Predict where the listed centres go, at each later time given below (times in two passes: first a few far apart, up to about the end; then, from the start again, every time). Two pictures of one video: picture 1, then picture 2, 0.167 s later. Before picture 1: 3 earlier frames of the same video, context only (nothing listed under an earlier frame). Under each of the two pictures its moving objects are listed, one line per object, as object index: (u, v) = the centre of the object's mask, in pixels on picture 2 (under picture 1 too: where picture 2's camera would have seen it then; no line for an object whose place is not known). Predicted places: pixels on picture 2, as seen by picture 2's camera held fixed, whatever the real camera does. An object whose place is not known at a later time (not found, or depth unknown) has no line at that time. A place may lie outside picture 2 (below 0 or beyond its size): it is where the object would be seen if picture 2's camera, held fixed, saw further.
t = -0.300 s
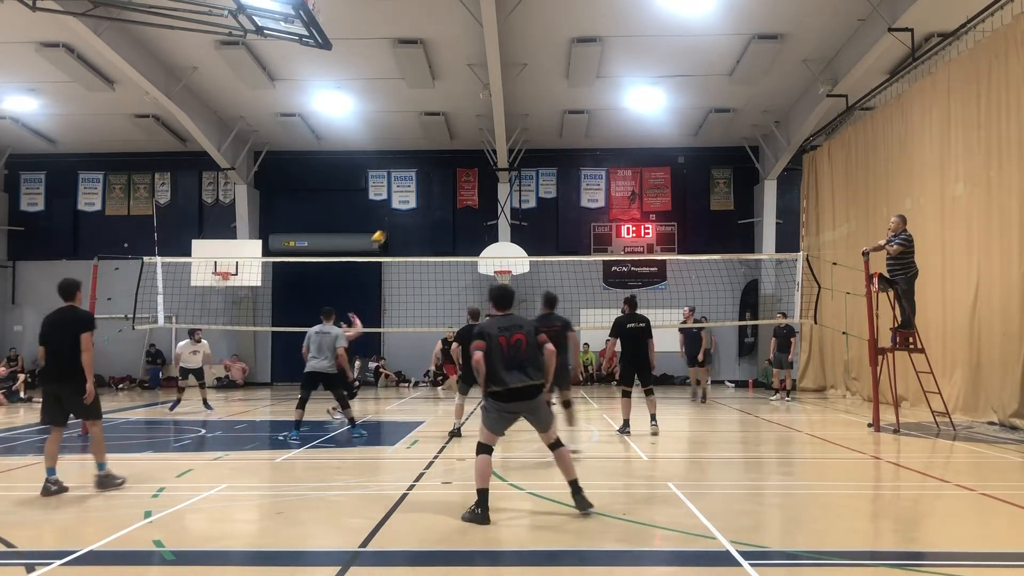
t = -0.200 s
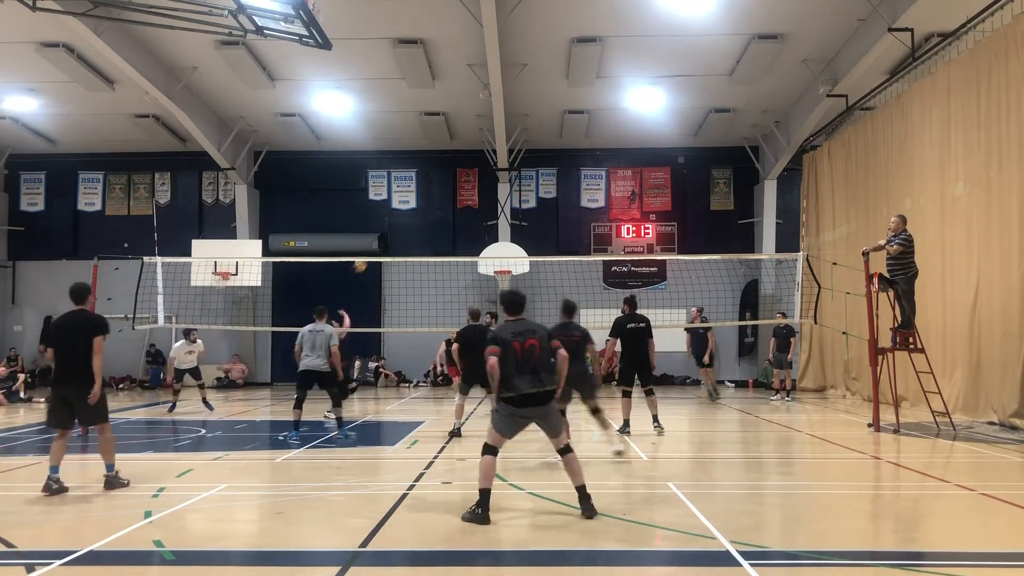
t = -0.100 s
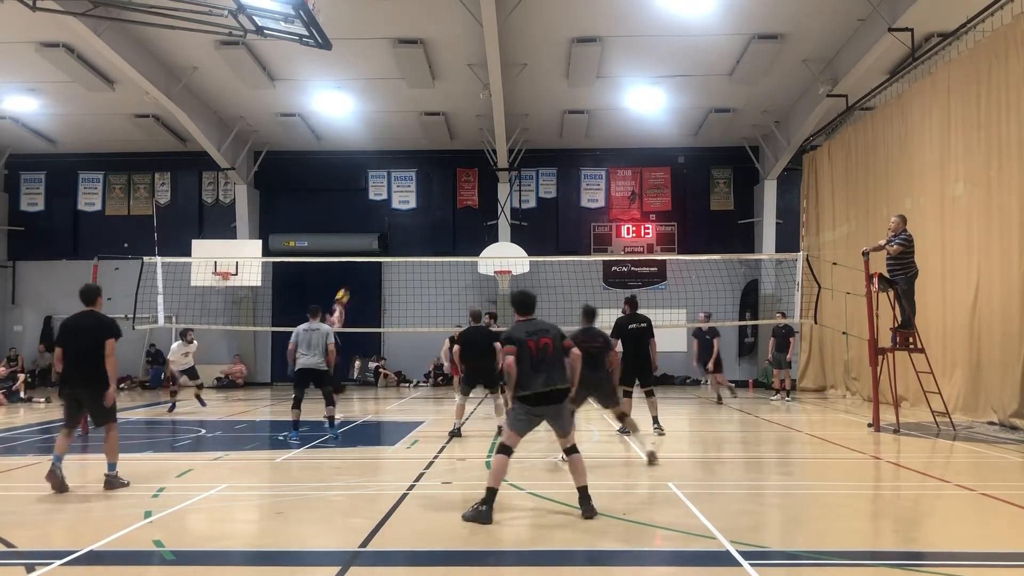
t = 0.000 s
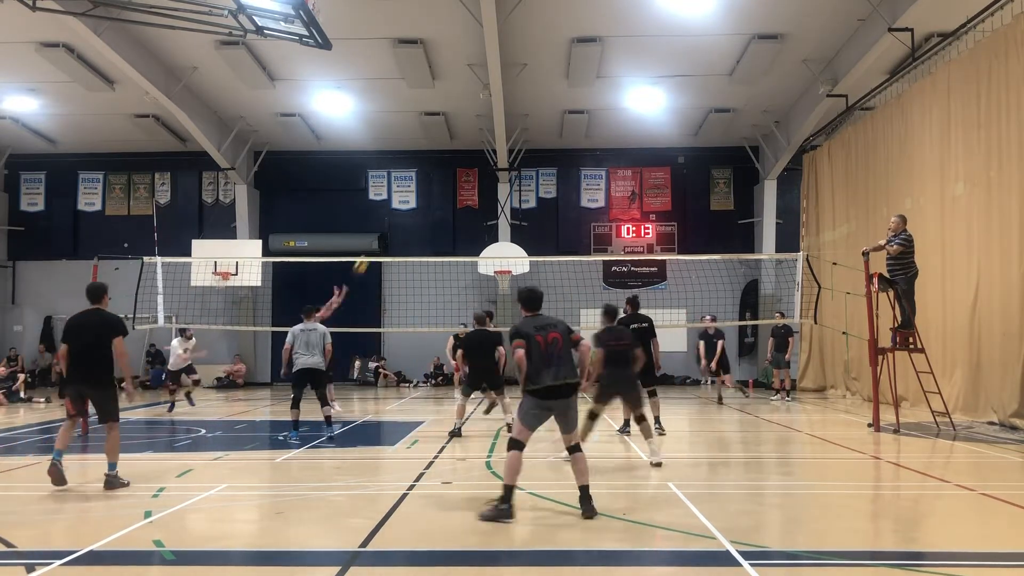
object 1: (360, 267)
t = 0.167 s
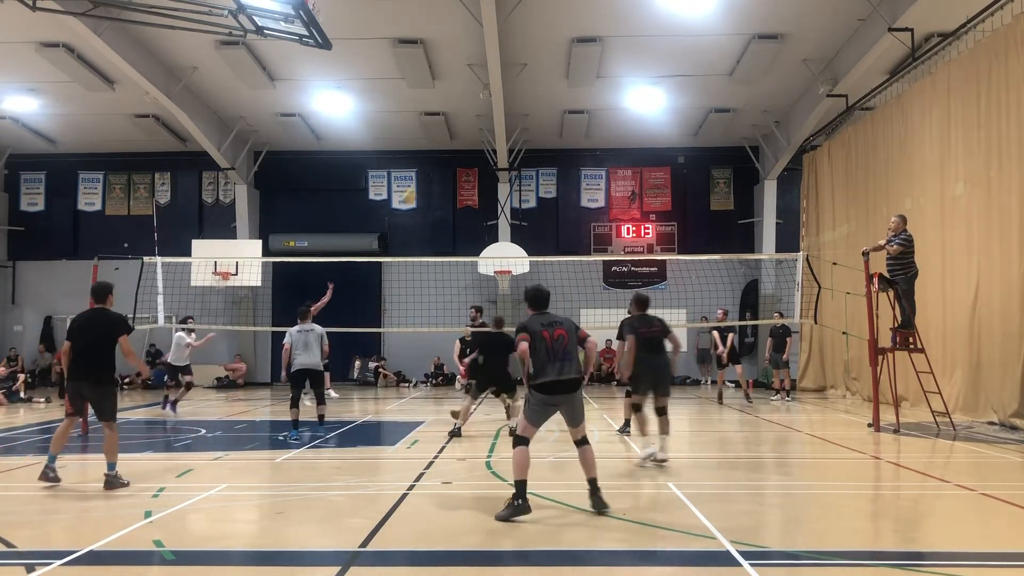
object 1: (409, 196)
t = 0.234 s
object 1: (428, 176)
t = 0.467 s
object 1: (495, 121)
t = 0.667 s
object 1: (554, 101)
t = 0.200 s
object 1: (420, 185)
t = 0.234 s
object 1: (428, 176)
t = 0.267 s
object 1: (438, 166)
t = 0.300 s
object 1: (448, 157)
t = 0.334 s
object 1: (457, 148)
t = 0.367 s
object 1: (468, 139)
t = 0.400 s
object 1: (477, 133)
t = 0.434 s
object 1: (486, 126)
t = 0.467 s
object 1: (495, 121)
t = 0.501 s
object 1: (506, 116)
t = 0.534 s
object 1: (516, 112)
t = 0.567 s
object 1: (525, 108)
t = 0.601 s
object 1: (535, 105)
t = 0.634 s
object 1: (544, 103)
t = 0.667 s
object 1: (554, 101)
